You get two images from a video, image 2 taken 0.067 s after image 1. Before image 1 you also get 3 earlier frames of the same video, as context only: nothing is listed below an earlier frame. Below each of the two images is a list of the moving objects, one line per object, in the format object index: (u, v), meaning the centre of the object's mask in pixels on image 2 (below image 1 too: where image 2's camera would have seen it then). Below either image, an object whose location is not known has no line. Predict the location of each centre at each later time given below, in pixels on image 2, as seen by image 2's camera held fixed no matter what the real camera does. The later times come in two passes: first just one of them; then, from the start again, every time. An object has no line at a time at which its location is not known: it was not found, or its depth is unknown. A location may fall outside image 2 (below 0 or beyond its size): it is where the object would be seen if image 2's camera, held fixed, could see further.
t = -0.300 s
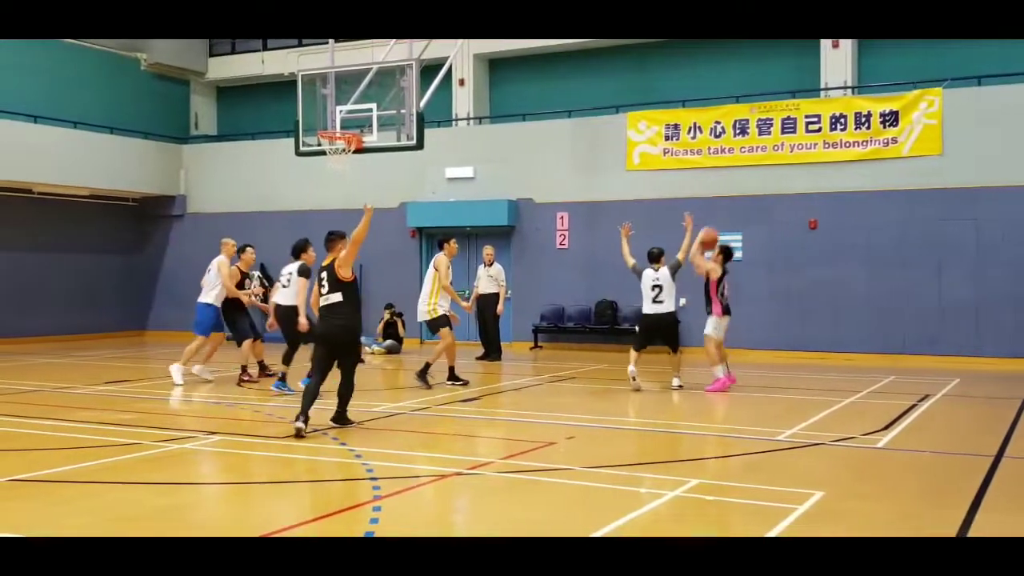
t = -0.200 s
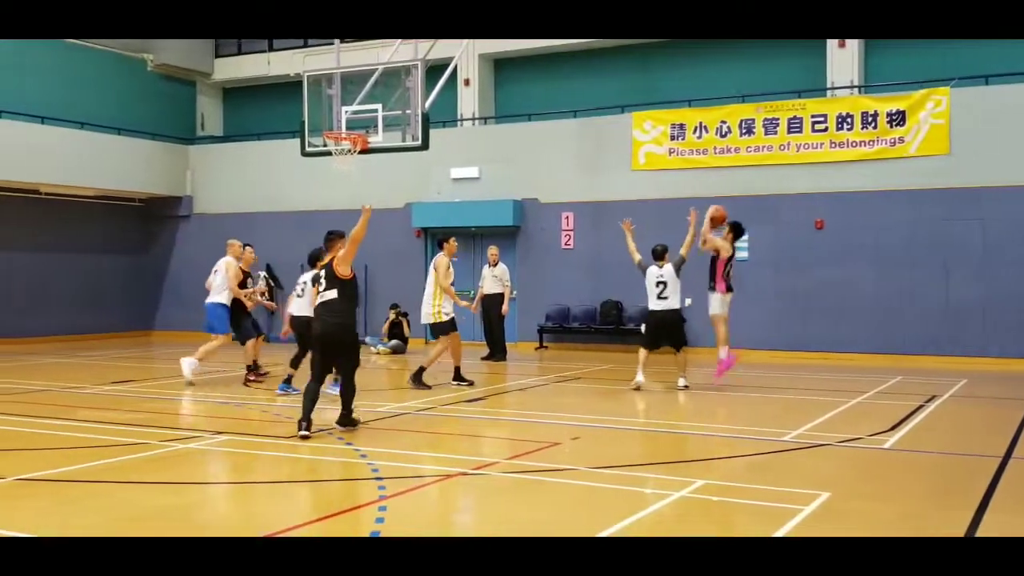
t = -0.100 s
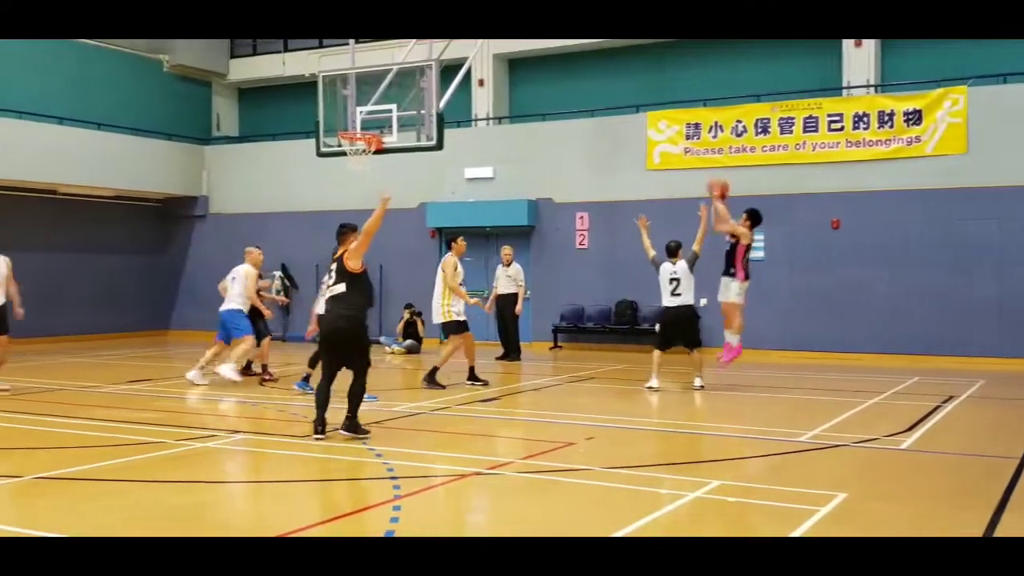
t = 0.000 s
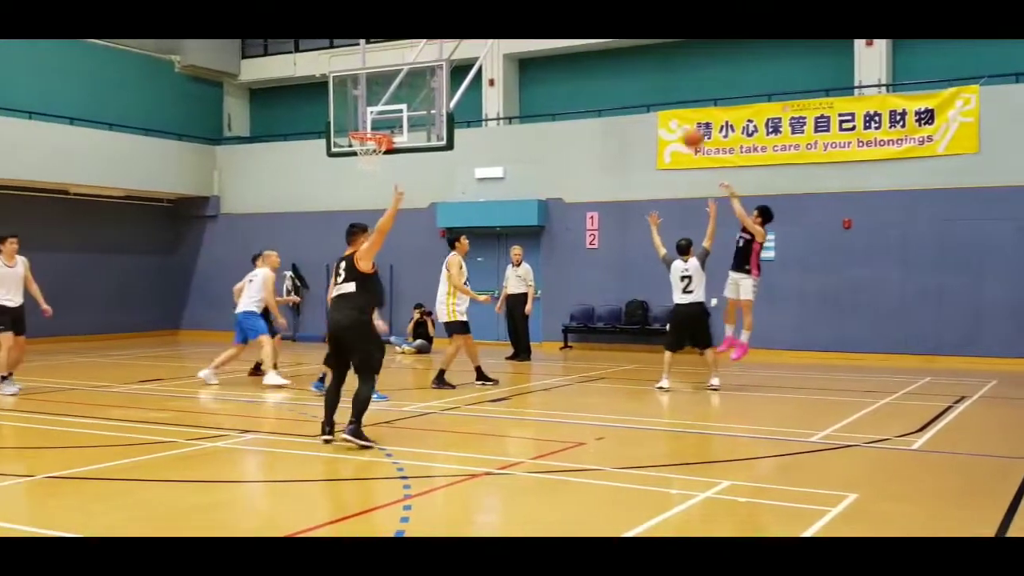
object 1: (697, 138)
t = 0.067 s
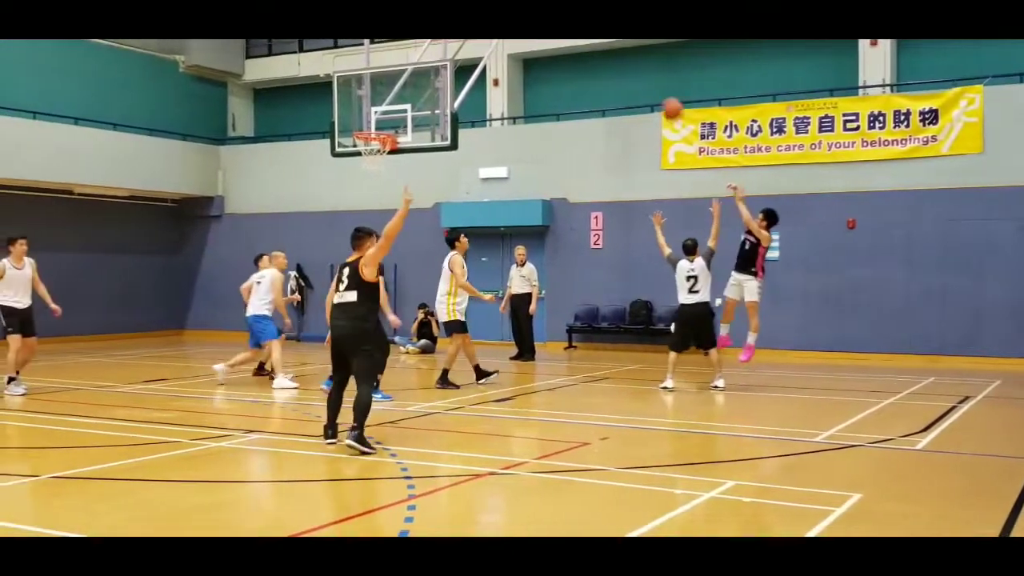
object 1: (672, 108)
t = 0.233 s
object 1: (612, 57)
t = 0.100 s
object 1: (660, 96)
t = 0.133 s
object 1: (648, 85)
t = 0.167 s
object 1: (636, 75)
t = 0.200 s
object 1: (624, 65)
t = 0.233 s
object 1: (612, 57)
